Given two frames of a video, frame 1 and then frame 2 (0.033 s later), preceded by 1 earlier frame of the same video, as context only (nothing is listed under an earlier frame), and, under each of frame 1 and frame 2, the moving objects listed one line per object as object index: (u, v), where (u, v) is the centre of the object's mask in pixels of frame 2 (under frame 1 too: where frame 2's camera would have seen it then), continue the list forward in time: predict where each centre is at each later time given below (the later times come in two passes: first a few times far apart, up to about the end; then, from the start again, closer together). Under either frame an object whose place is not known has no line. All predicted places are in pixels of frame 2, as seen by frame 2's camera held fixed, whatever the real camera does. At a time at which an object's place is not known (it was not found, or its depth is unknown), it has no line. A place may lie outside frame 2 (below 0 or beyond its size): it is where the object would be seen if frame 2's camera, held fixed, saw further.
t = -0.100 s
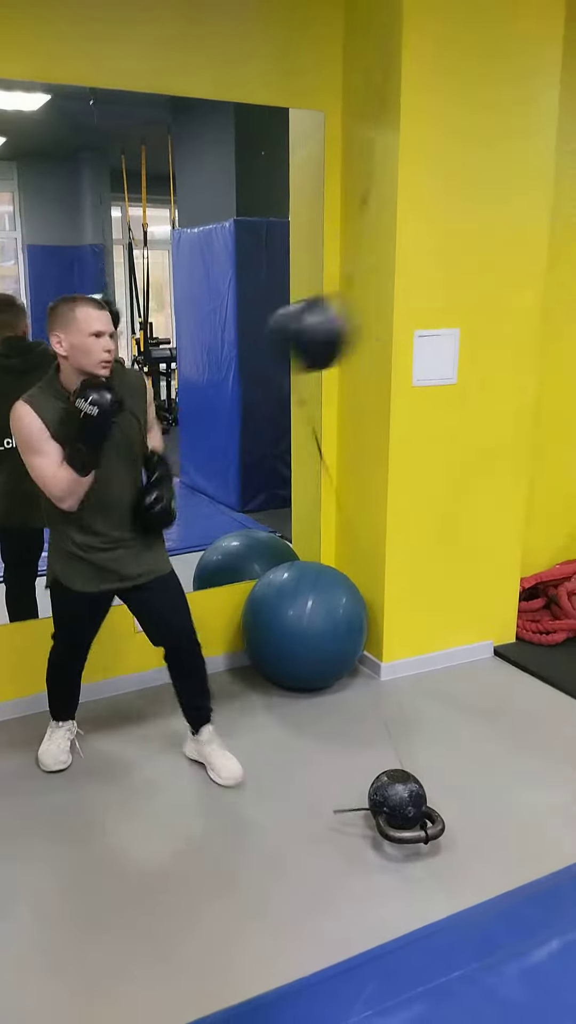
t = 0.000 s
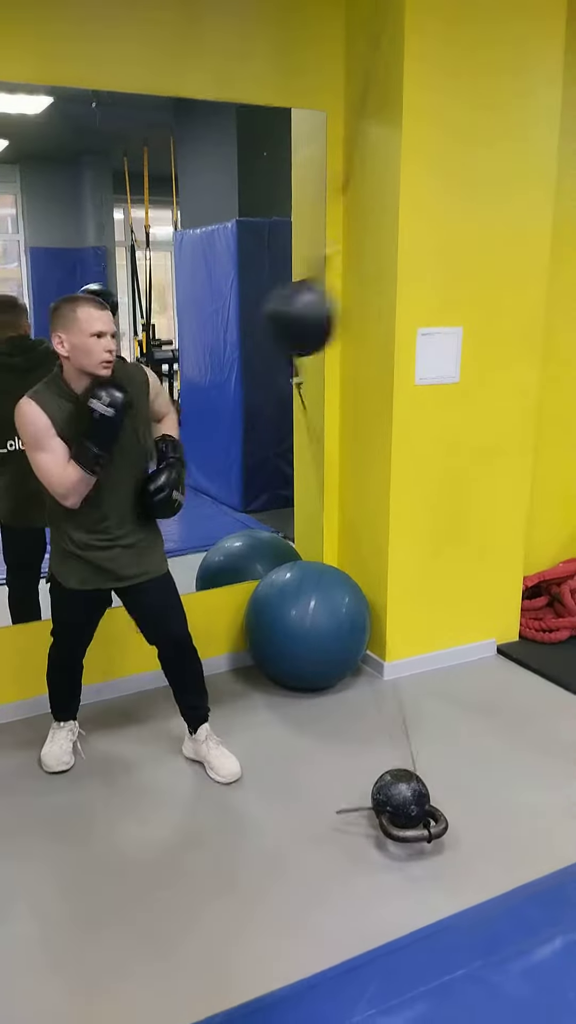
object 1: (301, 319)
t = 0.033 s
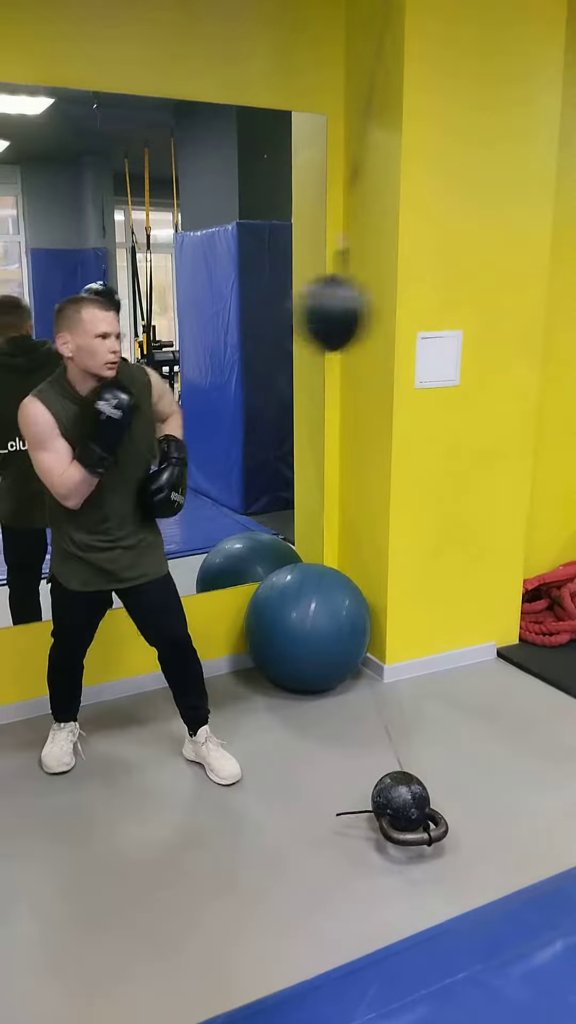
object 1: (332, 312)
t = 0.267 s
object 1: (541, 313)
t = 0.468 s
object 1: (320, 344)
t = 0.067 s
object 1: (369, 314)
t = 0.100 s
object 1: (417, 317)
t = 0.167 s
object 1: (516, 340)
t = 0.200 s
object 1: (542, 339)
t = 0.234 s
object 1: (545, 327)
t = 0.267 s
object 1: (541, 313)
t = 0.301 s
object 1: (520, 301)
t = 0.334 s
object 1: (479, 304)
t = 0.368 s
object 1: (432, 319)
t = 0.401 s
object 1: (381, 337)
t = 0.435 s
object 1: (346, 348)
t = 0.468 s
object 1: (320, 344)
